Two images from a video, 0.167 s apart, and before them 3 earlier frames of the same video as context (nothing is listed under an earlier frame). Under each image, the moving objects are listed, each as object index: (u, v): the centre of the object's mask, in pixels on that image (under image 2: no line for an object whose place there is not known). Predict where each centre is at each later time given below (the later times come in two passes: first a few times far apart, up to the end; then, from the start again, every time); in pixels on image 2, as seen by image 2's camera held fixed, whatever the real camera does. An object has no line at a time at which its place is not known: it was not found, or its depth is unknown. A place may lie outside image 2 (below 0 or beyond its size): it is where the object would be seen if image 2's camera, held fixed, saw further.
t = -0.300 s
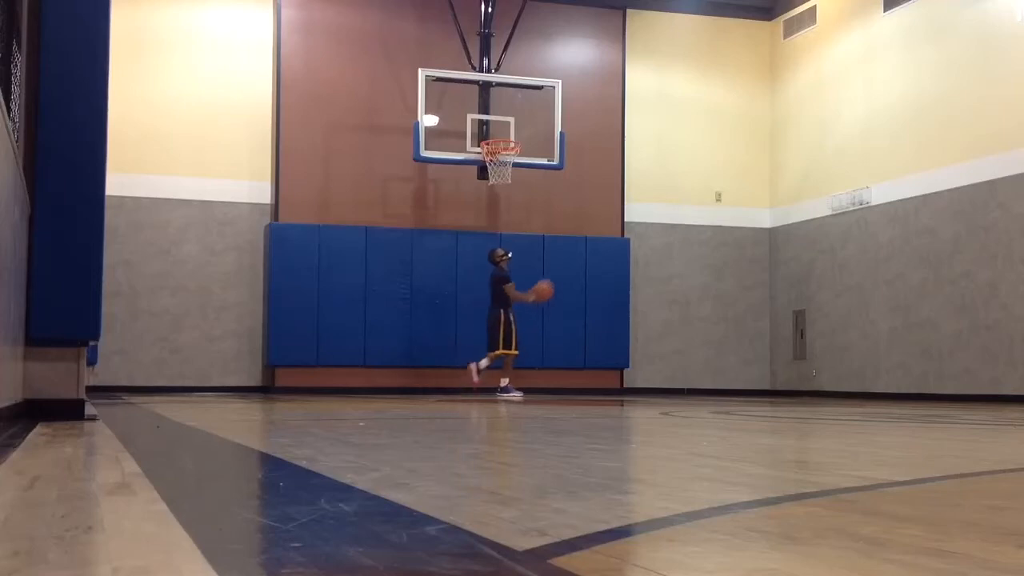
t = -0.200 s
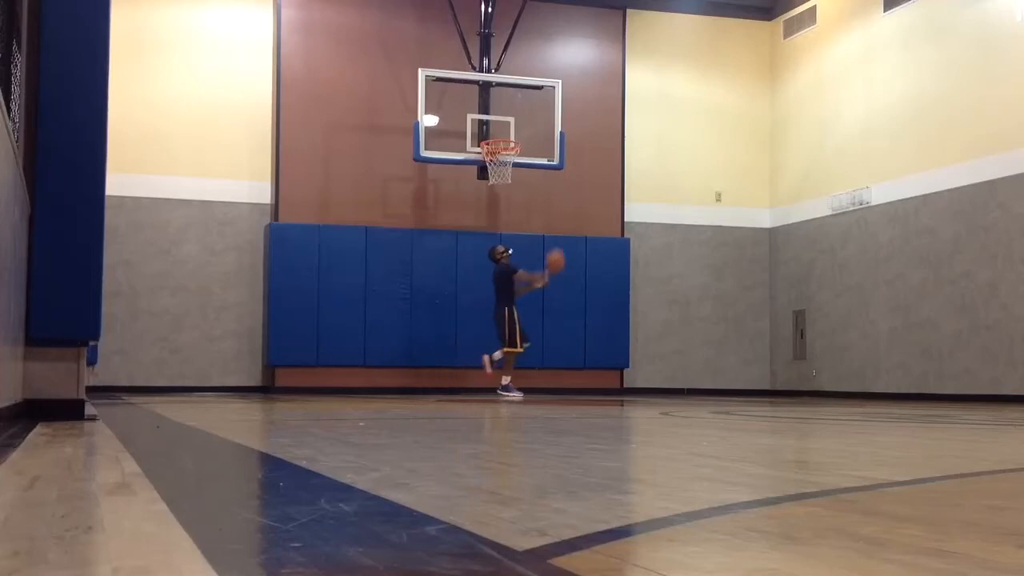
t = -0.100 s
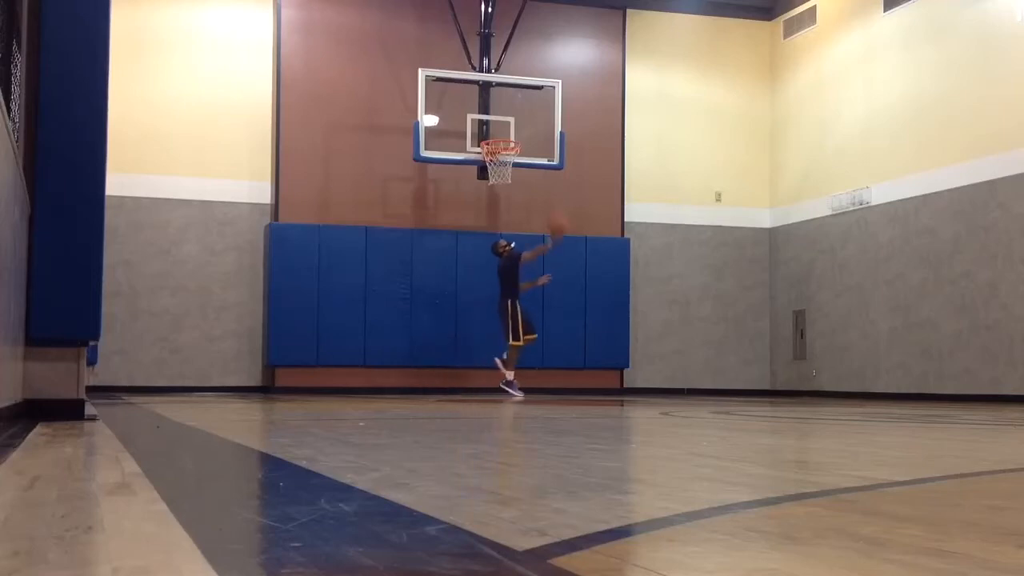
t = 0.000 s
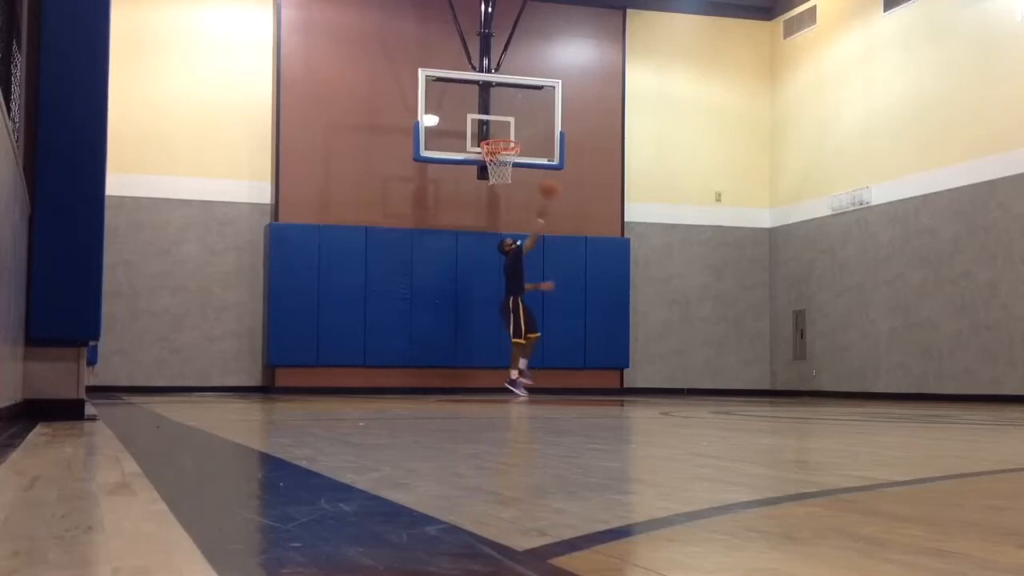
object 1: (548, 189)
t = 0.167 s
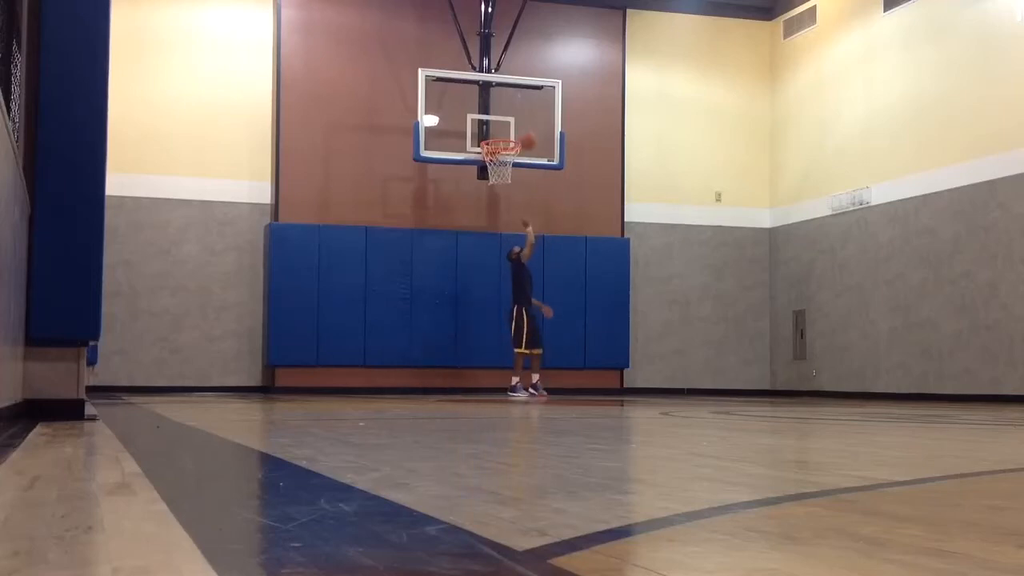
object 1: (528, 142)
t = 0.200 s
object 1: (522, 135)
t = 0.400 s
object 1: (513, 129)
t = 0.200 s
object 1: (522, 135)
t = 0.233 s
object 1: (521, 132)
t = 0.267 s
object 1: (519, 130)
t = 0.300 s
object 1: (517, 128)
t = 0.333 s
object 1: (516, 128)
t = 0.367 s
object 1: (514, 128)
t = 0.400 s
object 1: (513, 129)
